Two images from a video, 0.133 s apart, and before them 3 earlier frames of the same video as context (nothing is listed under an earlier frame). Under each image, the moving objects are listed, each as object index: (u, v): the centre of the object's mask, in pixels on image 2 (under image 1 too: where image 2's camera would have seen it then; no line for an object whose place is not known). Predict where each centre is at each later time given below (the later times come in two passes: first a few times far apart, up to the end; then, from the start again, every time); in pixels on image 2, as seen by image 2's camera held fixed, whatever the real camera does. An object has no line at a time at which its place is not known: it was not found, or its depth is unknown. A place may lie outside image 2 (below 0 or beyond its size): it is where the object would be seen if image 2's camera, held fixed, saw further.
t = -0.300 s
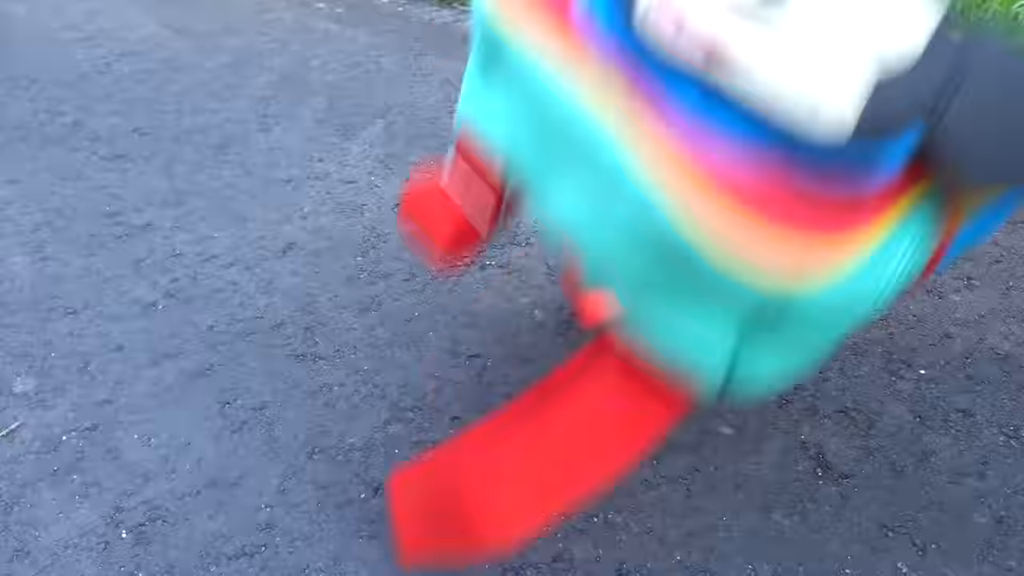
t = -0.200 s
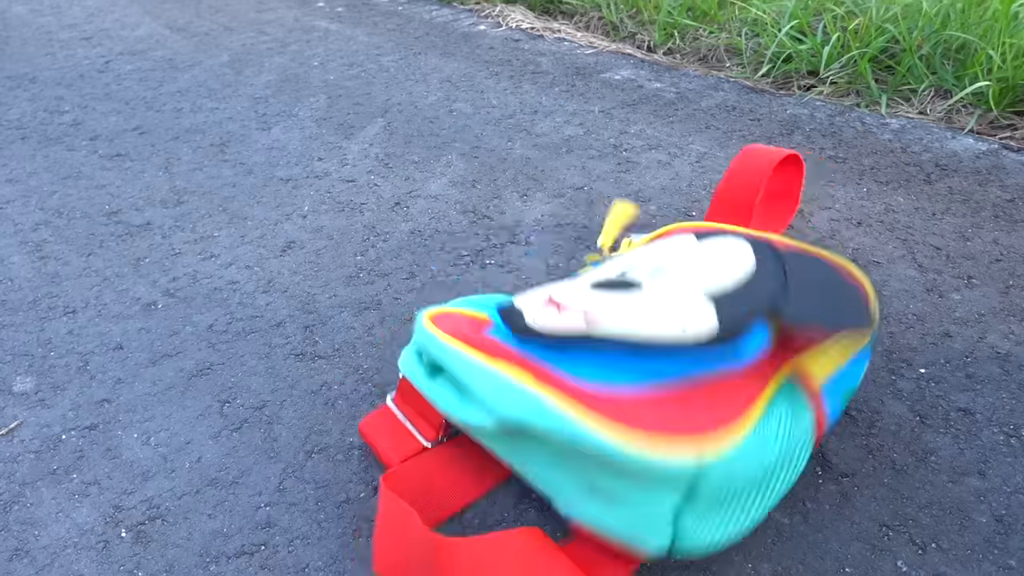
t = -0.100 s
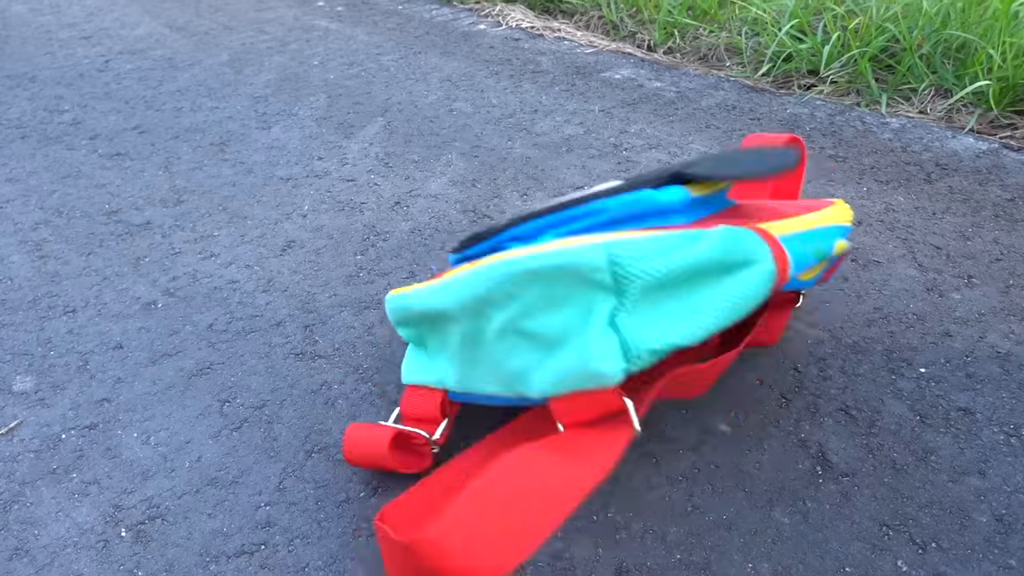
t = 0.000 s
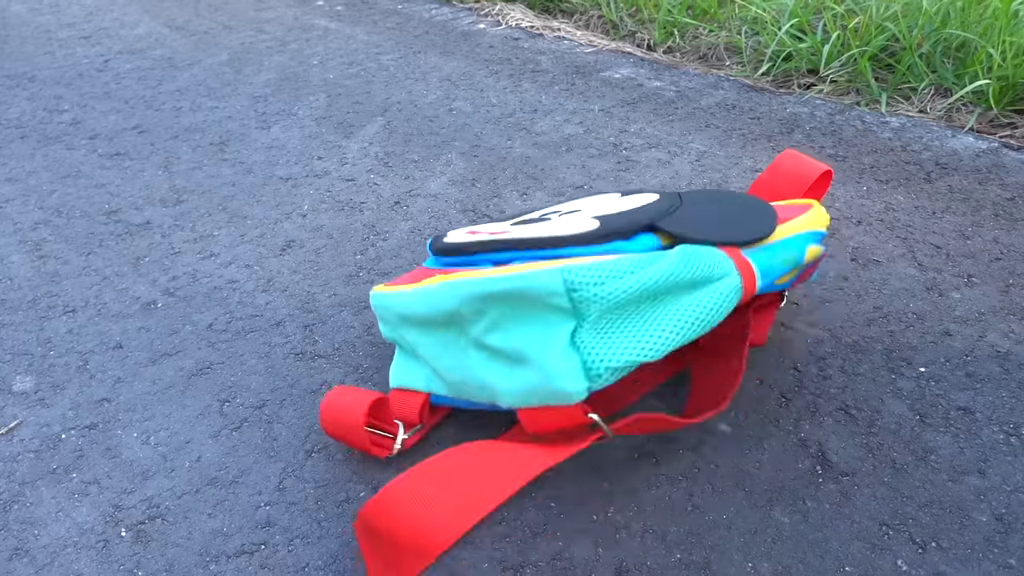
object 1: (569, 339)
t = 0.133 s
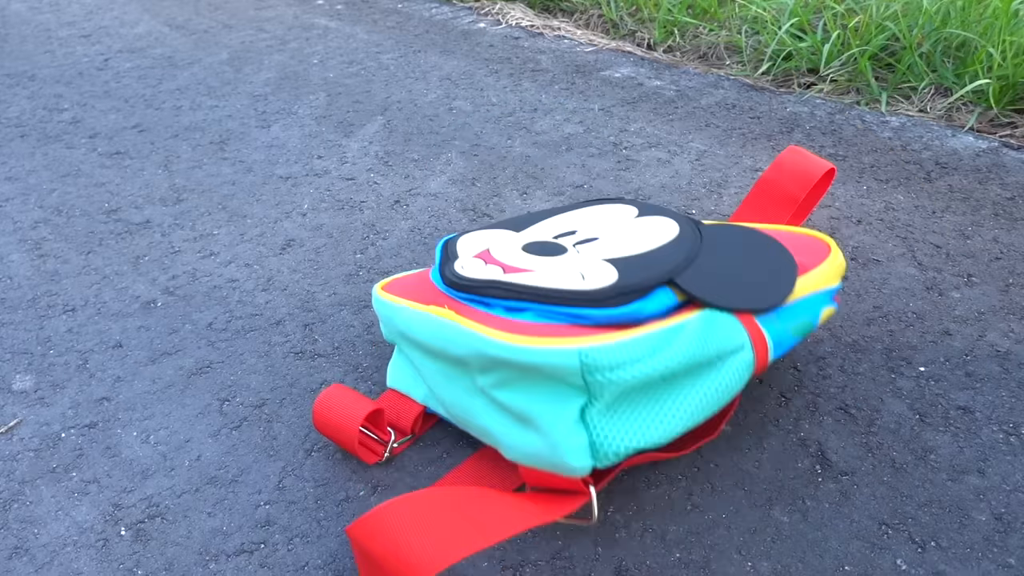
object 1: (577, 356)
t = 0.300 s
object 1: (599, 382)
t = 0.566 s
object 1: (597, 383)
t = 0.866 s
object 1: (597, 384)
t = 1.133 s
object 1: (596, 384)
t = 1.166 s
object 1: (596, 383)
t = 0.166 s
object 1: (583, 364)
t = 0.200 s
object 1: (590, 372)
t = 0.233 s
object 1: (596, 380)
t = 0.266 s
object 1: (599, 382)
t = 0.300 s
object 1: (599, 382)
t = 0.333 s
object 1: (599, 383)
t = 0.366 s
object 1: (598, 383)
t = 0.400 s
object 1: (598, 383)
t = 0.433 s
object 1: (598, 382)
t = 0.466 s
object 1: (597, 383)
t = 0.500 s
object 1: (597, 383)
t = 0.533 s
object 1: (597, 383)
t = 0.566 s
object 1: (597, 383)
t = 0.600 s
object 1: (597, 383)
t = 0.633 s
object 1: (597, 384)
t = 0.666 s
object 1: (597, 384)
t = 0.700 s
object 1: (597, 384)
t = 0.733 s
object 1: (597, 384)
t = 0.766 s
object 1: (597, 384)
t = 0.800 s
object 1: (597, 384)
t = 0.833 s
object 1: (597, 384)
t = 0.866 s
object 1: (597, 384)
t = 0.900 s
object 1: (597, 384)
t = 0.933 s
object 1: (597, 384)
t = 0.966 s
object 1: (597, 384)
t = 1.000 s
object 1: (597, 384)
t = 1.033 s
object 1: (597, 384)
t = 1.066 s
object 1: (596, 384)
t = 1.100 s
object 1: (596, 384)
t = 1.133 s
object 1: (596, 384)
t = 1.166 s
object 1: (596, 383)
